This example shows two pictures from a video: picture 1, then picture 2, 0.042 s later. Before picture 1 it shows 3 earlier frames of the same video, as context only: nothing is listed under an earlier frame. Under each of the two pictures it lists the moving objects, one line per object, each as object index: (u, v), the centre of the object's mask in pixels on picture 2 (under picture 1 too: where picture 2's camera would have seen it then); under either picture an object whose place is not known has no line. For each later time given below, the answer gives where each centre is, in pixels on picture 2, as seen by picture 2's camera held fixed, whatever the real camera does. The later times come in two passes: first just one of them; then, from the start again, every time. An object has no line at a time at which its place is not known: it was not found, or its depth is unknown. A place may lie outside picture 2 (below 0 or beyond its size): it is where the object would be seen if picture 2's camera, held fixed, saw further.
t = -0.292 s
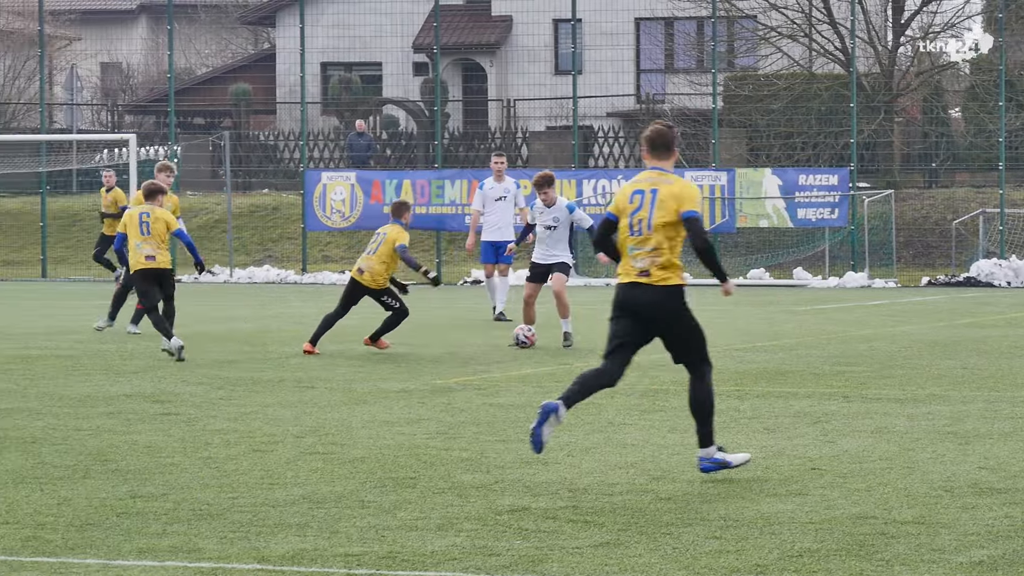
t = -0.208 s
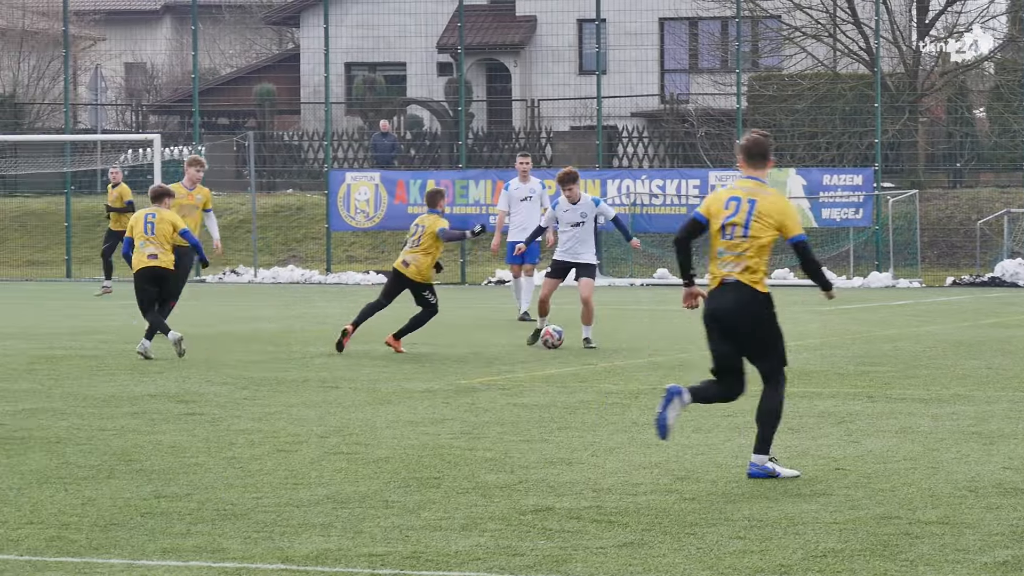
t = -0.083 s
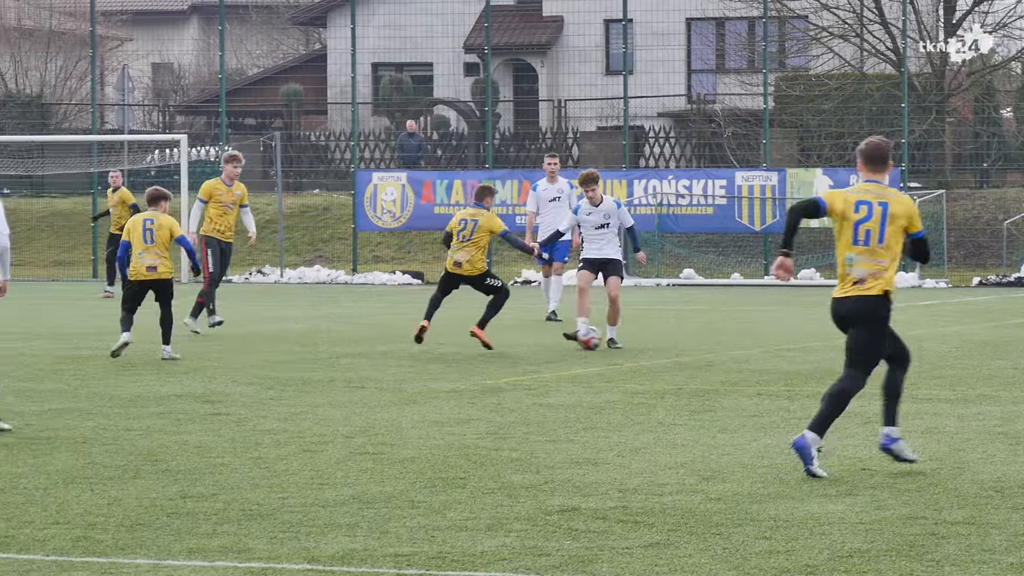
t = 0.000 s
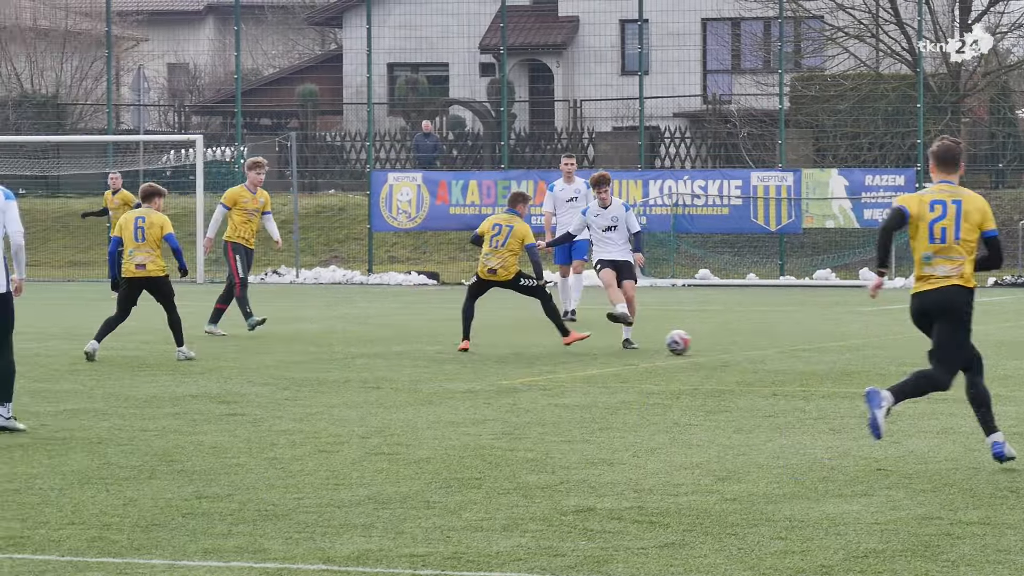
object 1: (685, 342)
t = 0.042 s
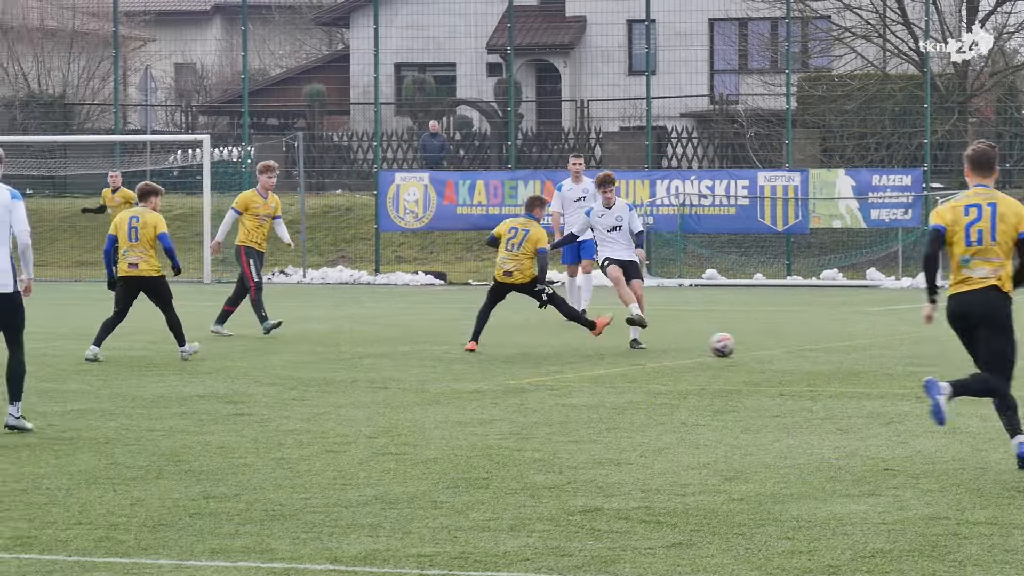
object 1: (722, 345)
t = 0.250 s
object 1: (911, 354)
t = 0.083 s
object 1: (759, 346)
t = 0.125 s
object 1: (797, 348)
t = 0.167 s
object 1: (836, 353)
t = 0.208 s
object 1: (872, 353)
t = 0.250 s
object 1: (911, 354)
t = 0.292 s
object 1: (951, 358)
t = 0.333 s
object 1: (991, 360)
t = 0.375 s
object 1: (1031, 359)
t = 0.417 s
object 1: (1073, 359)
